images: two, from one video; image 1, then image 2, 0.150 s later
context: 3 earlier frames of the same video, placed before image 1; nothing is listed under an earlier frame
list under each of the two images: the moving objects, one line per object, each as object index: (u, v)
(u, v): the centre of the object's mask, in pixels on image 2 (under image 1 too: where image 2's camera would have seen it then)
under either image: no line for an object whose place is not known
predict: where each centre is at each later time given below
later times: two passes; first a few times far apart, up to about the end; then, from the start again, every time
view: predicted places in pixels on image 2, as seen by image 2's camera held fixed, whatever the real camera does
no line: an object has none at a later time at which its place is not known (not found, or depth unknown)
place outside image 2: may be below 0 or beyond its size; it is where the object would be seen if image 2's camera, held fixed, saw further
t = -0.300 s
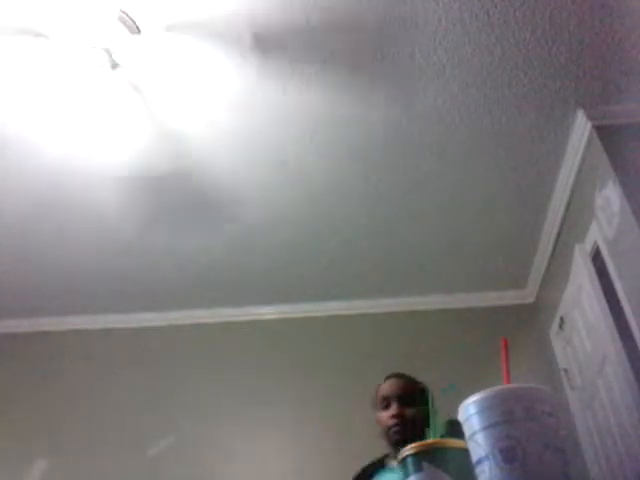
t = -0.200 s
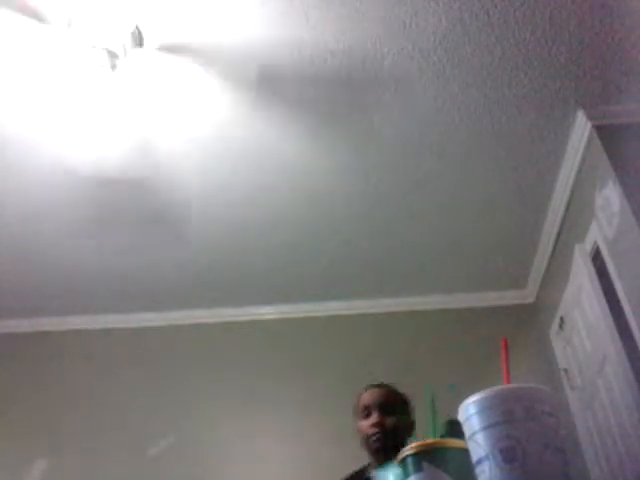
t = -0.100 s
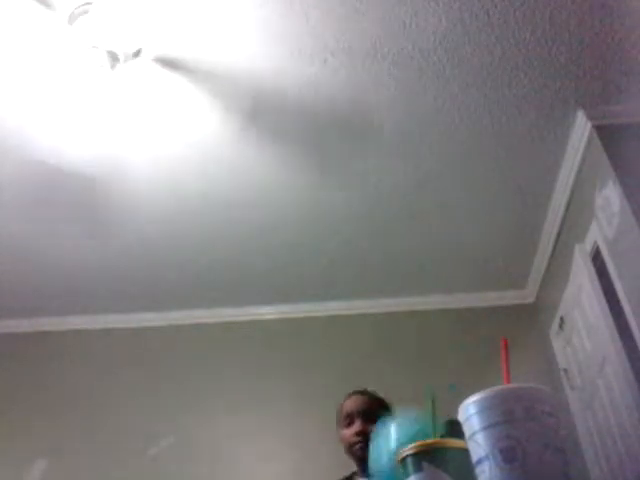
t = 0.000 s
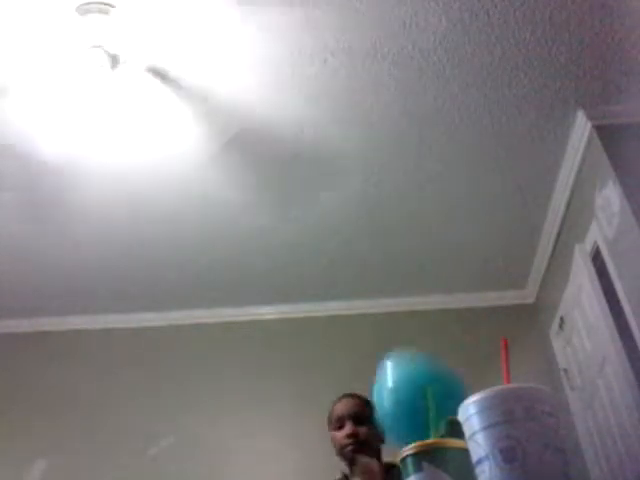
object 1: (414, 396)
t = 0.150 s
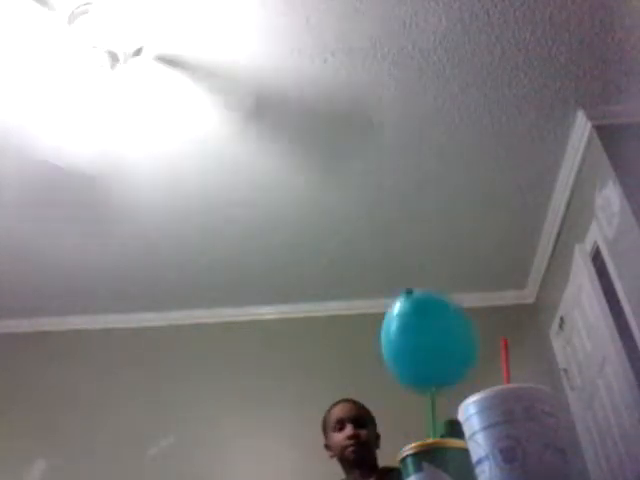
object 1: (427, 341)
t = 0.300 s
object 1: (440, 305)
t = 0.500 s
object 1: (465, 311)
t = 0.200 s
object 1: (430, 327)
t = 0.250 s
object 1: (435, 315)
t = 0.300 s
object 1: (440, 305)
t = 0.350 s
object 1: (445, 300)
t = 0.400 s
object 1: (451, 301)
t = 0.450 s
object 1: (458, 304)
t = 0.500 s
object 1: (465, 311)
